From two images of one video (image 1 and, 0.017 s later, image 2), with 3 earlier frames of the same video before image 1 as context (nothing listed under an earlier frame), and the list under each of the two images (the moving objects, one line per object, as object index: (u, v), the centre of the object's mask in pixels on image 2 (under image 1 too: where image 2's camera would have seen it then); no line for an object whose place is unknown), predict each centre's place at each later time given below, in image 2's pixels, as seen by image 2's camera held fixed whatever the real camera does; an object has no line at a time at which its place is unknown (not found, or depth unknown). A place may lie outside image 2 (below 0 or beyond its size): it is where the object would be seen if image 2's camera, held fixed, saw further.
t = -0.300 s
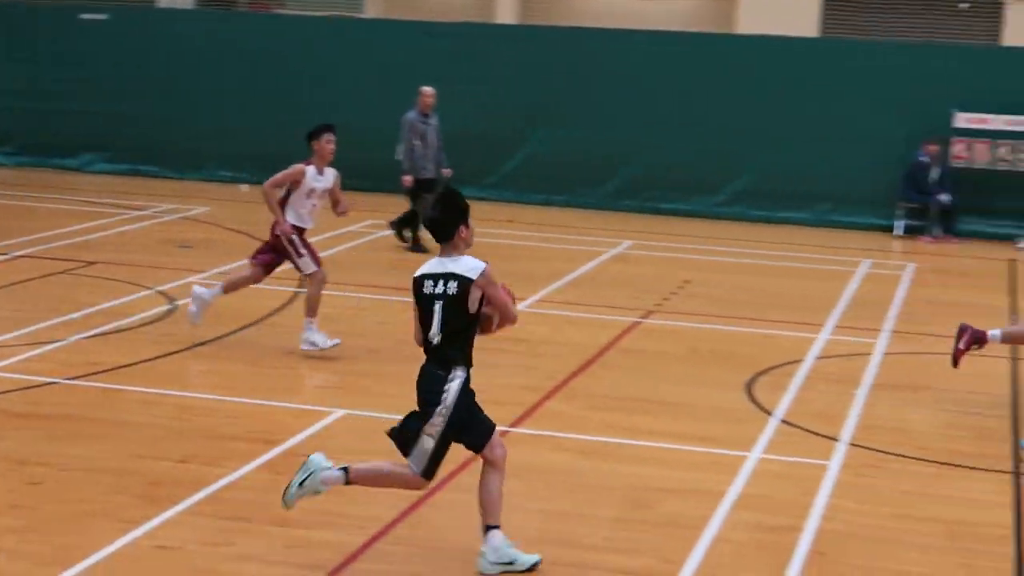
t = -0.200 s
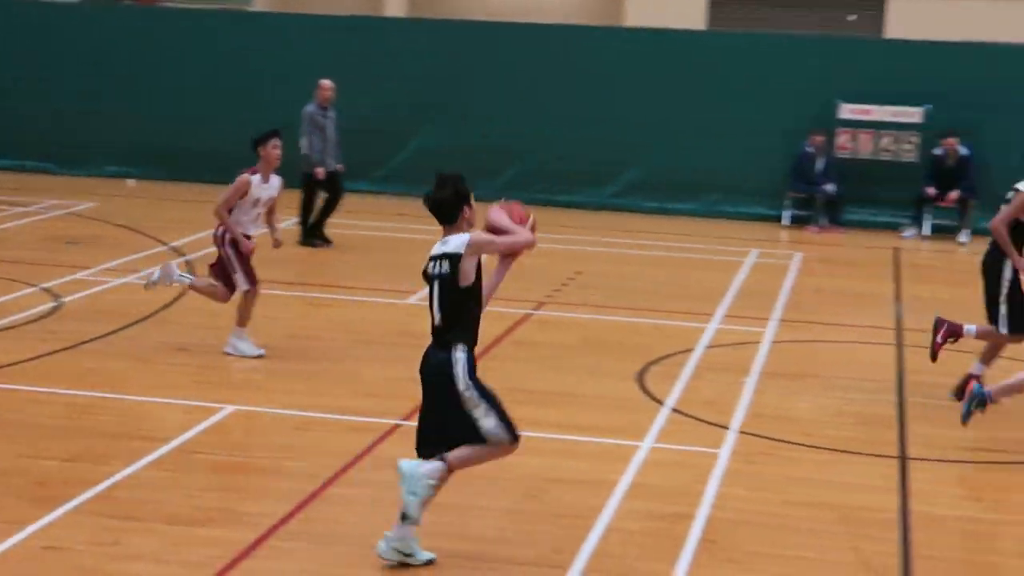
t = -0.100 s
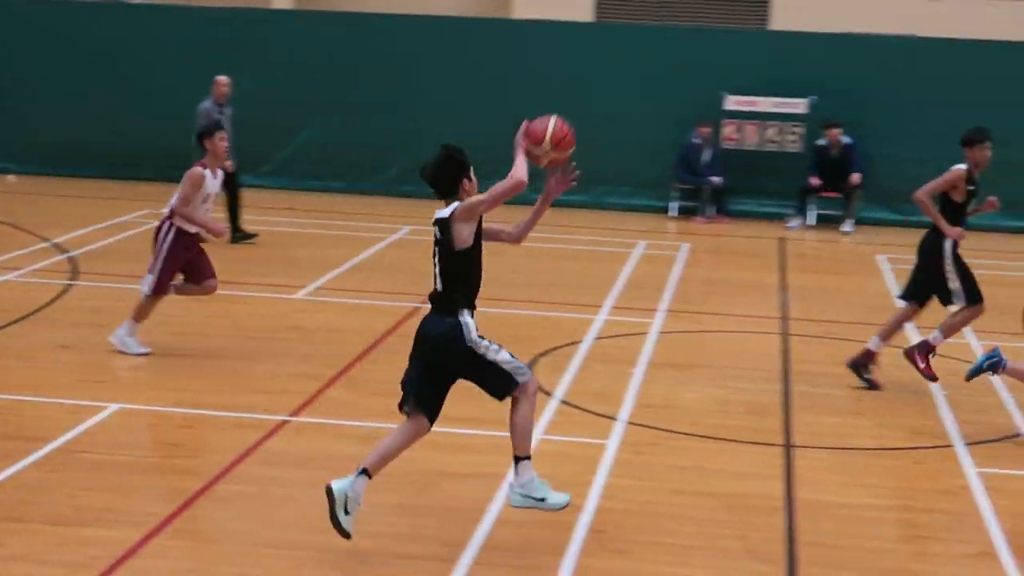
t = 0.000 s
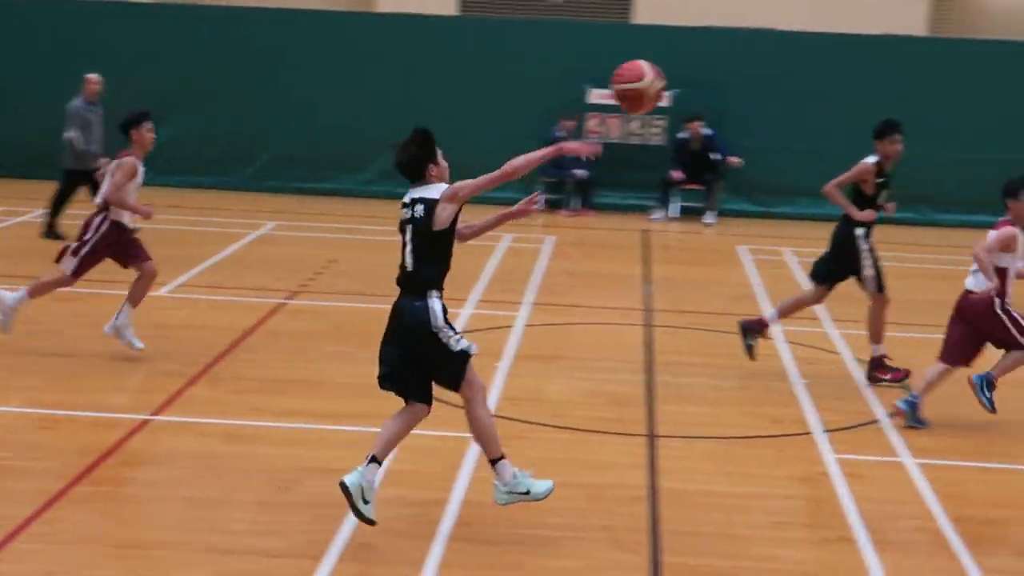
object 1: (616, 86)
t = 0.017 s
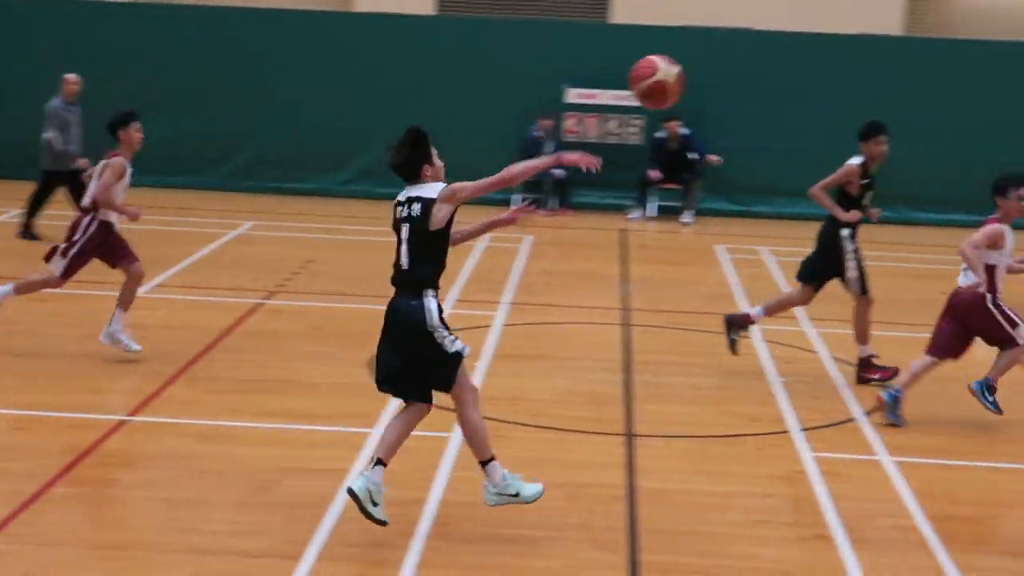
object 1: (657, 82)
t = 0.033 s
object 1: (698, 78)
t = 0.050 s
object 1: (740, 75)
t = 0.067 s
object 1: (782, 72)
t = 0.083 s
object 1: (824, 70)
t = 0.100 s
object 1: (868, 68)
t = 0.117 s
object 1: (911, 67)
